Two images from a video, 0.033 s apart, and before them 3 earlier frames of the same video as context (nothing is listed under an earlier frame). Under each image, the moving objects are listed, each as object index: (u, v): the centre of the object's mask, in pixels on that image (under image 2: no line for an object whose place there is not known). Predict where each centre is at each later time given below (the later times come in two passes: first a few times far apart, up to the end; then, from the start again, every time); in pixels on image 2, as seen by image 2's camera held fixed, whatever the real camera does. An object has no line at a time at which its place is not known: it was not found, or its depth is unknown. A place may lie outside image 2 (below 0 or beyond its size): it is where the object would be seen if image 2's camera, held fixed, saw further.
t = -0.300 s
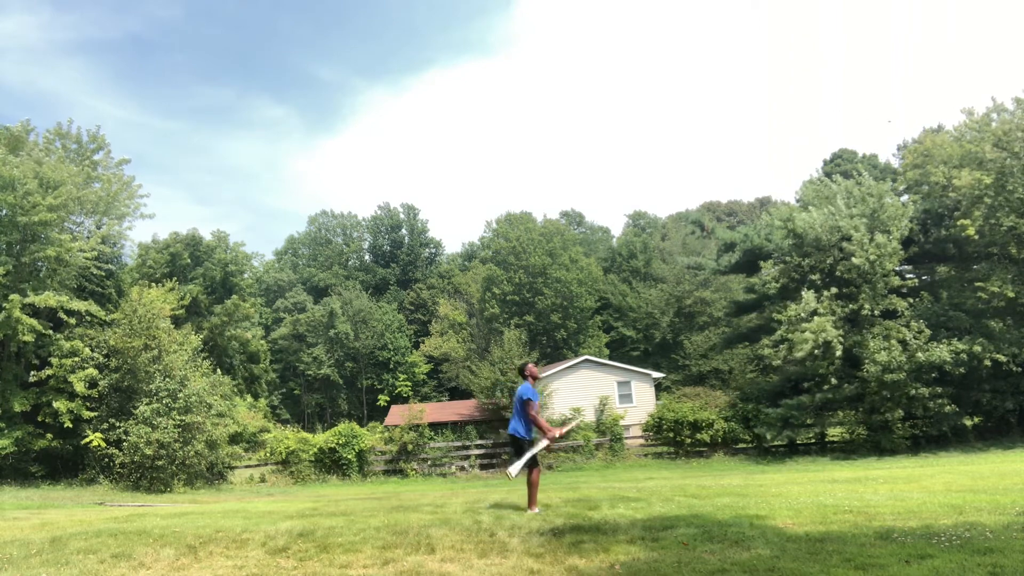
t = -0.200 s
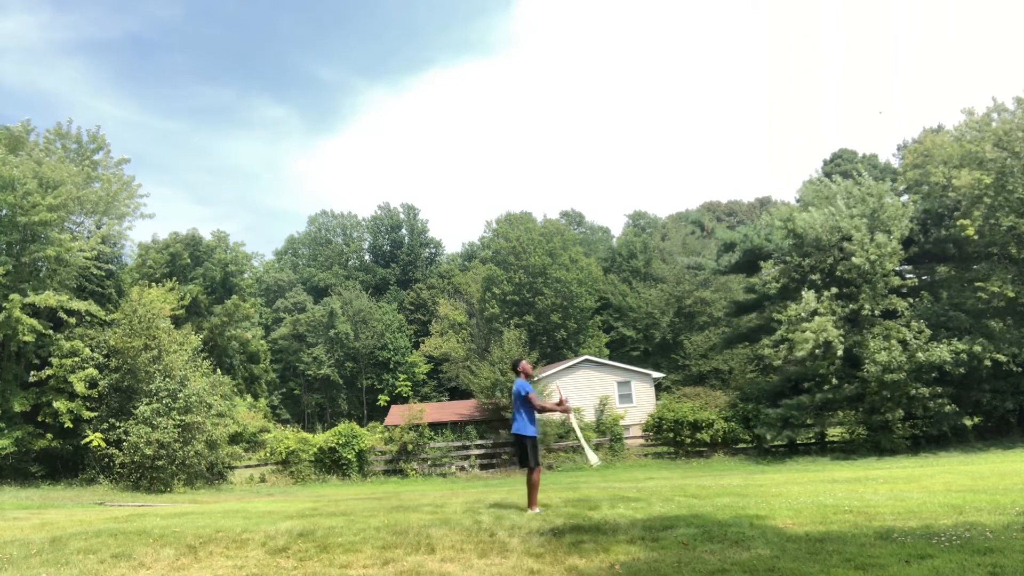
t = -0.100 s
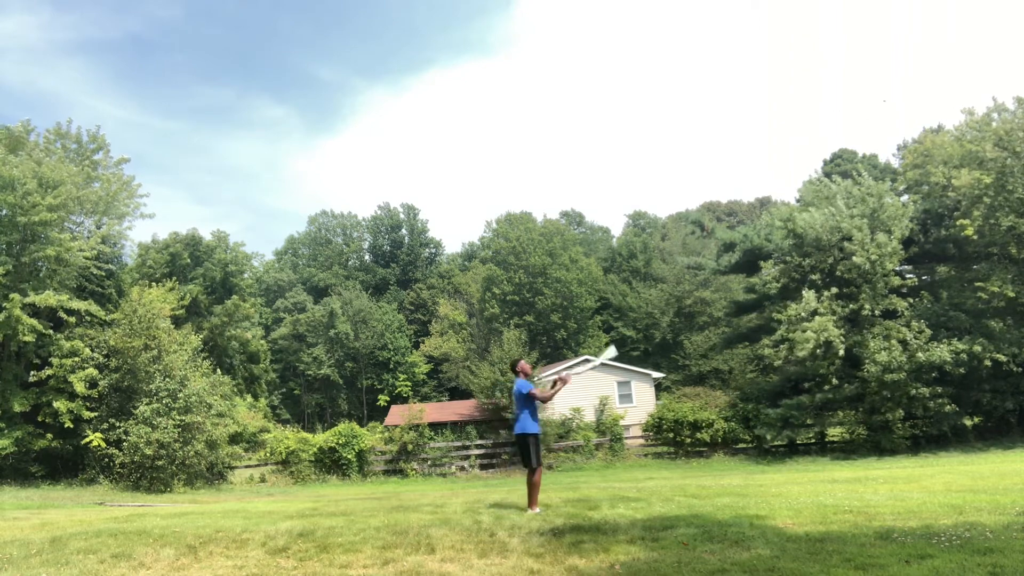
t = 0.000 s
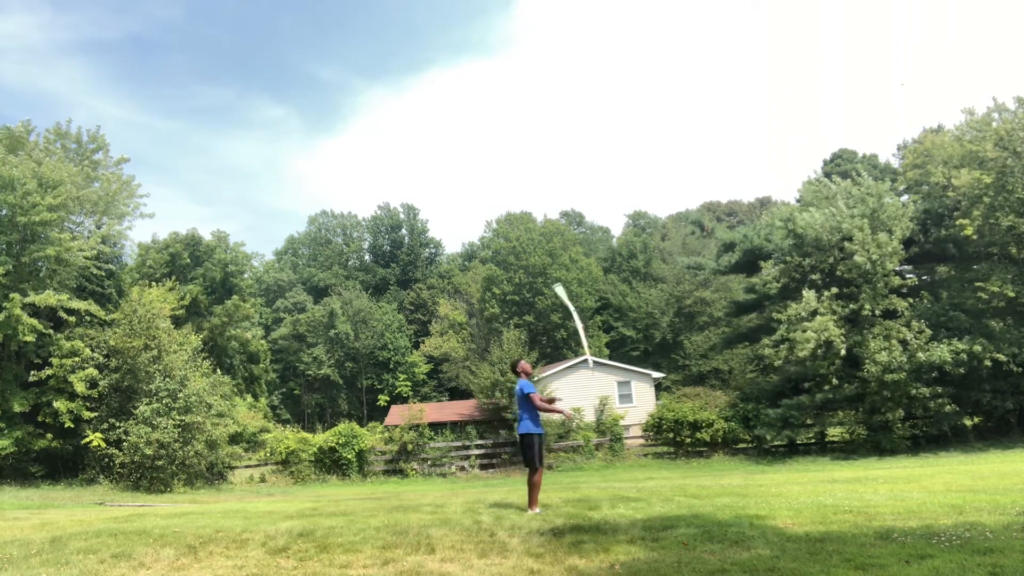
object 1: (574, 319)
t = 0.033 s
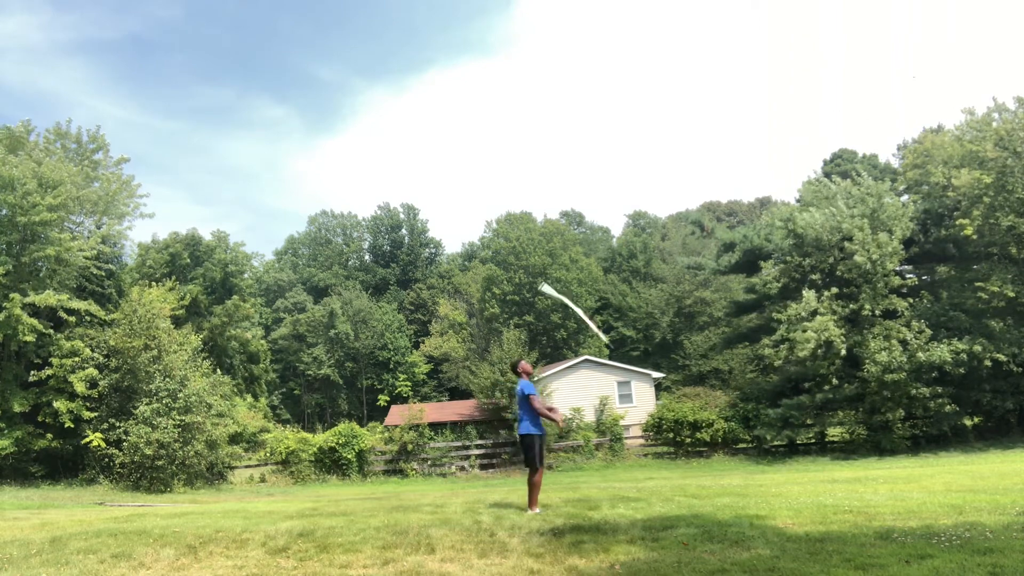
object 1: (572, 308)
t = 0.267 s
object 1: (574, 251)
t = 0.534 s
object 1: (560, 244)
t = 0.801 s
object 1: (568, 282)
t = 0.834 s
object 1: (568, 292)
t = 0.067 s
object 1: (570, 299)
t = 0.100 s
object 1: (570, 290)
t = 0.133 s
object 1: (570, 282)
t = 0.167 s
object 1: (571, 275)
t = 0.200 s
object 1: (573, 267)
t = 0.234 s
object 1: (576, 260)
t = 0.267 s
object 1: (574, 251)
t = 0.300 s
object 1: (568, 245)
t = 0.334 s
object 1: (566, 241)
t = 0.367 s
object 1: (566, 238)
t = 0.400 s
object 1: (565, 237)
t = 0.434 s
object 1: (563, 234)
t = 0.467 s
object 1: (563, 236)
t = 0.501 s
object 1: (563, 238)
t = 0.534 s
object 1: (560, 244)
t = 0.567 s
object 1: (565, 249)
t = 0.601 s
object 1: (568, 249)
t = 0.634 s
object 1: (570, 252)
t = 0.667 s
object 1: (572, 256)
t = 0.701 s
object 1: (573, 260)
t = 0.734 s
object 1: (568, 266)
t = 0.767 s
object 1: (568, 274)
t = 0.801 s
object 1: (568, 282)
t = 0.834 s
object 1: (568, 292)
